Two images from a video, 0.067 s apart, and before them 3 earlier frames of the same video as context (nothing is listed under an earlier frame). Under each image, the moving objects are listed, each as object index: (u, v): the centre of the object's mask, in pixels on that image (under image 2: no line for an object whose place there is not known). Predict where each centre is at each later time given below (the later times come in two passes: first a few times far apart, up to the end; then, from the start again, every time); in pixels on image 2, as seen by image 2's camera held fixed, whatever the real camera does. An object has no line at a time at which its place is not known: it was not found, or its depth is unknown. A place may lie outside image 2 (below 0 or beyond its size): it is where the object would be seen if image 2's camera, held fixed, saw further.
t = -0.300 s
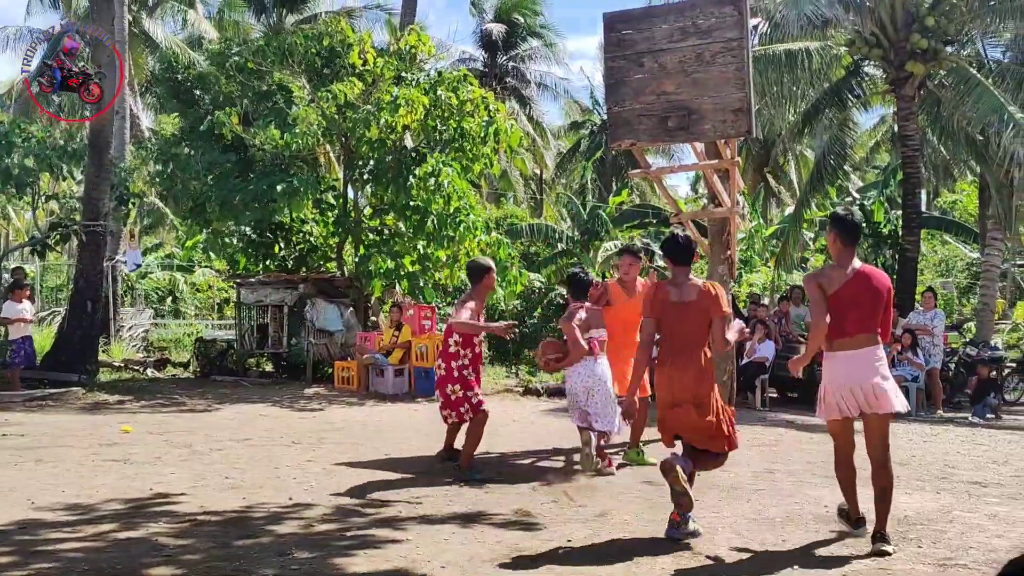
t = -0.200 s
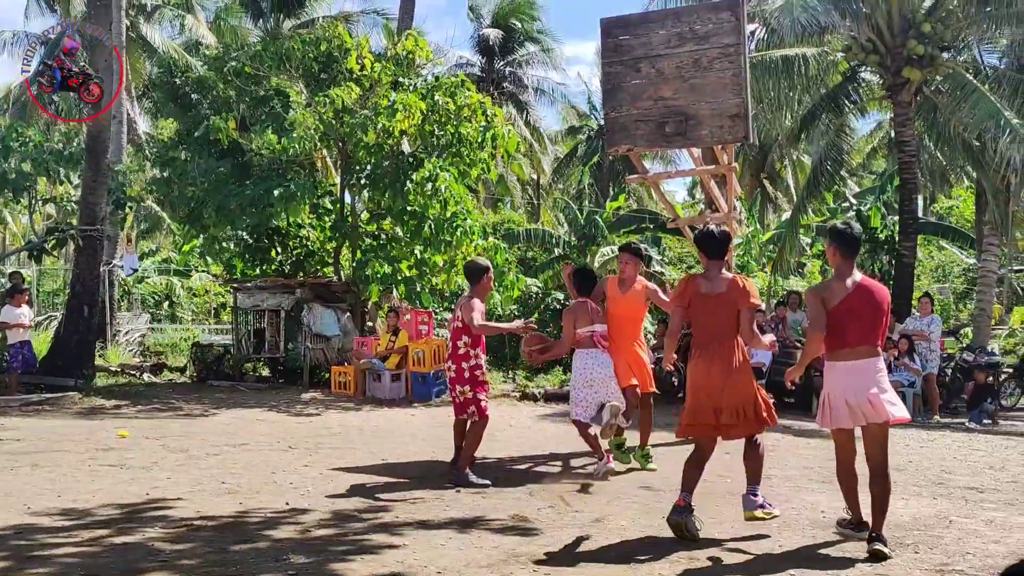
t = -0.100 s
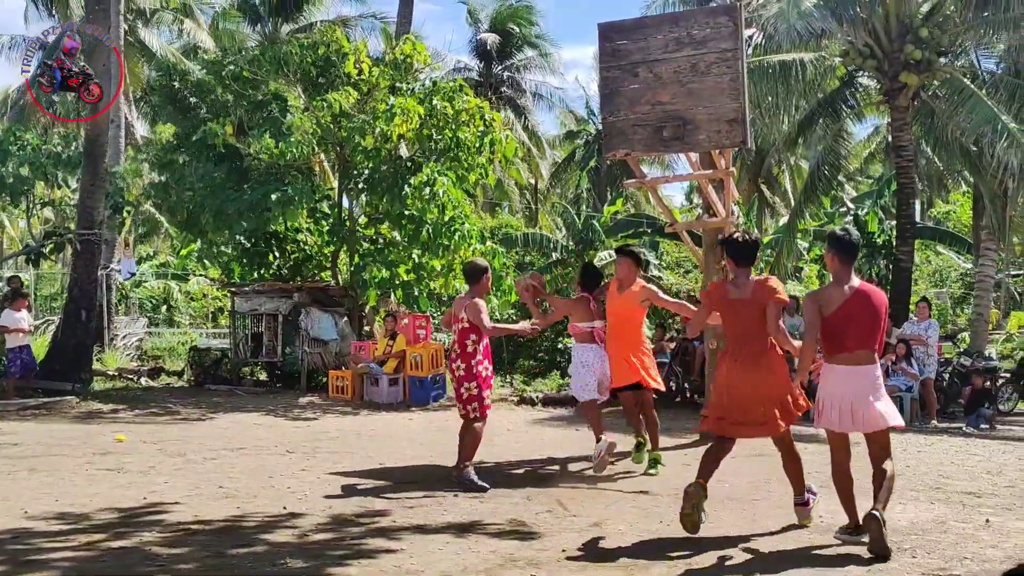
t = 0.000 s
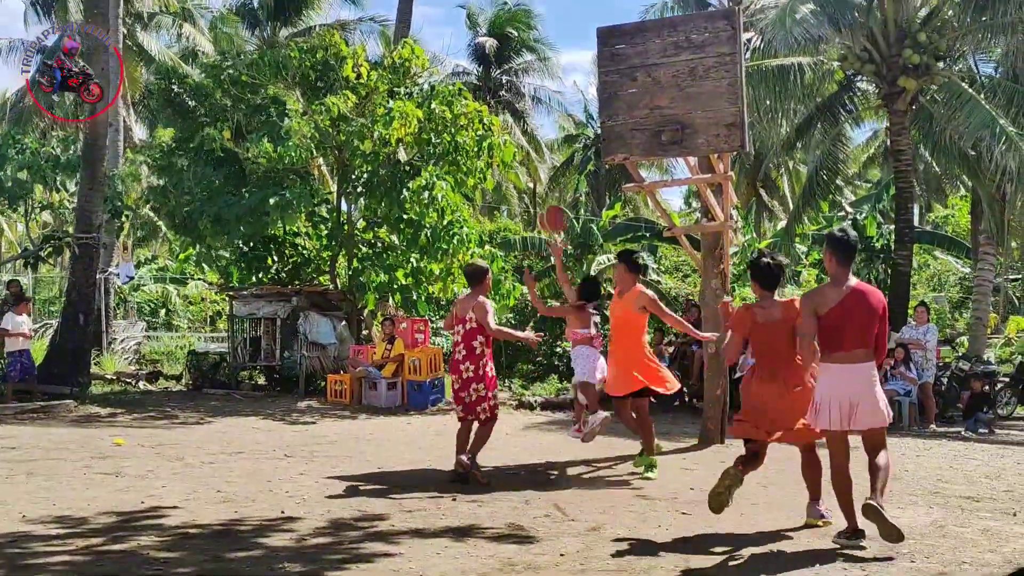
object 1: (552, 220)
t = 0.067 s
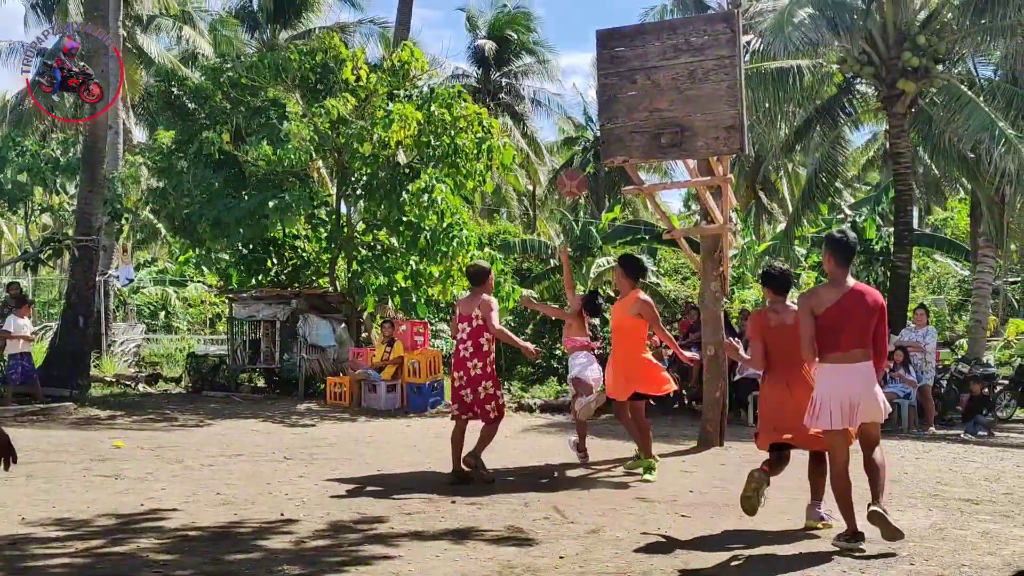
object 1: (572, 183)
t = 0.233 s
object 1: (614, 110)
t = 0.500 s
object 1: (650, 58)
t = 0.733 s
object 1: (640, 71)
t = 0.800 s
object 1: (637, 86)
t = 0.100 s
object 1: (581, 166)
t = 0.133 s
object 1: (589, 150)
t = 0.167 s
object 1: (597, 137)
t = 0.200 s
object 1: (606, 123)
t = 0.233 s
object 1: (614, 110)
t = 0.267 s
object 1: (626, 101)
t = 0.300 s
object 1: (632, 95)
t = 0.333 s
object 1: (642, 86)
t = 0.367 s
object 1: (651, 79)
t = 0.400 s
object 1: (653, 72)
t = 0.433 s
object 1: (652, 68)
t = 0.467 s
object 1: (652, 60)
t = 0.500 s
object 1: (650, 58)
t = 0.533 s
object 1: (649, 56)
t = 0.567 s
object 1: (647, 55)
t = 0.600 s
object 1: (647, 55)
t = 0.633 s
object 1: (645, 56)
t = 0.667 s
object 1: (644, 58)
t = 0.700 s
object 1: (642, 64)
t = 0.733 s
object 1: (640, 71)
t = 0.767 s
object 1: (640, 77)
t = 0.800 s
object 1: (637, 86)
